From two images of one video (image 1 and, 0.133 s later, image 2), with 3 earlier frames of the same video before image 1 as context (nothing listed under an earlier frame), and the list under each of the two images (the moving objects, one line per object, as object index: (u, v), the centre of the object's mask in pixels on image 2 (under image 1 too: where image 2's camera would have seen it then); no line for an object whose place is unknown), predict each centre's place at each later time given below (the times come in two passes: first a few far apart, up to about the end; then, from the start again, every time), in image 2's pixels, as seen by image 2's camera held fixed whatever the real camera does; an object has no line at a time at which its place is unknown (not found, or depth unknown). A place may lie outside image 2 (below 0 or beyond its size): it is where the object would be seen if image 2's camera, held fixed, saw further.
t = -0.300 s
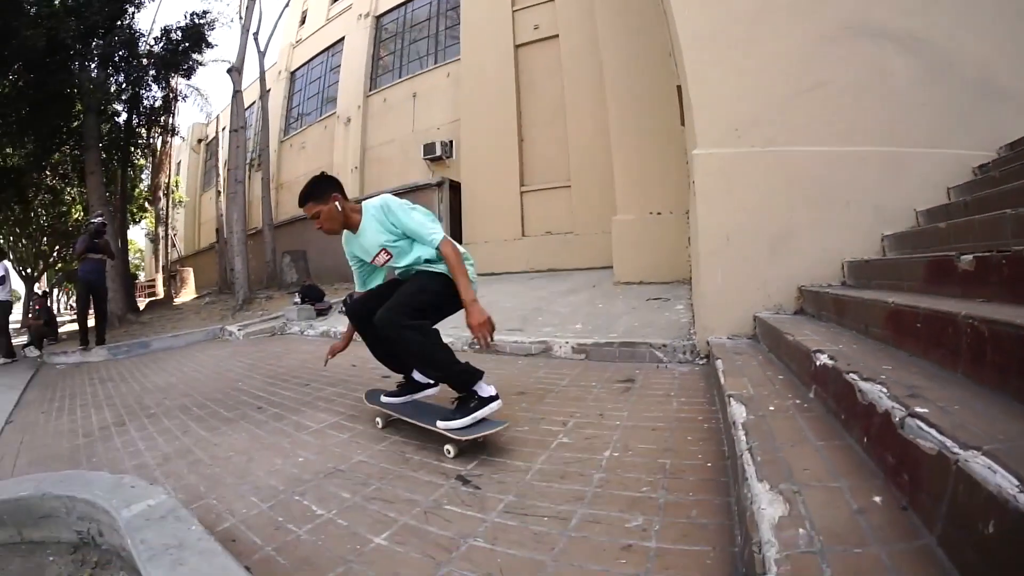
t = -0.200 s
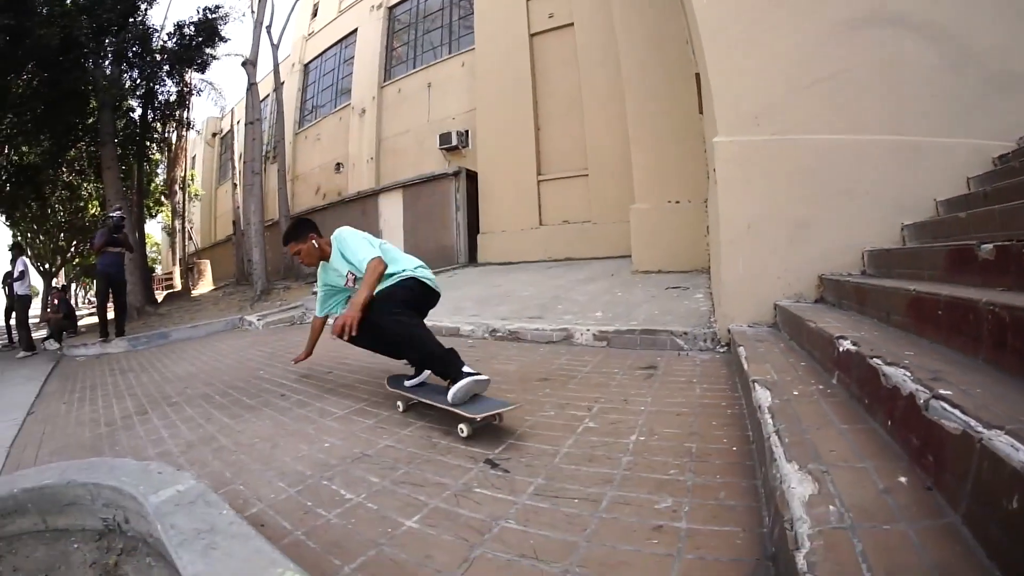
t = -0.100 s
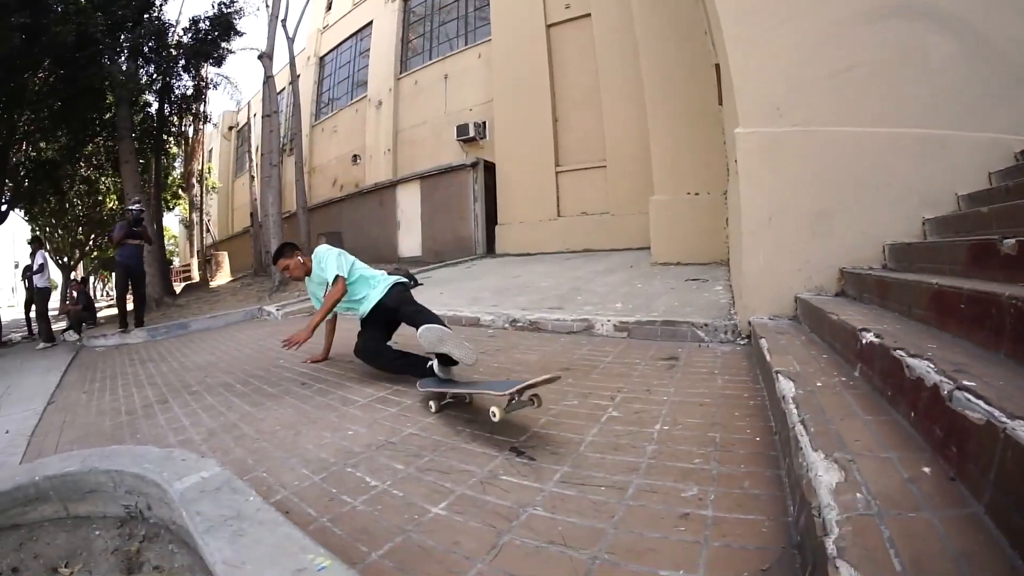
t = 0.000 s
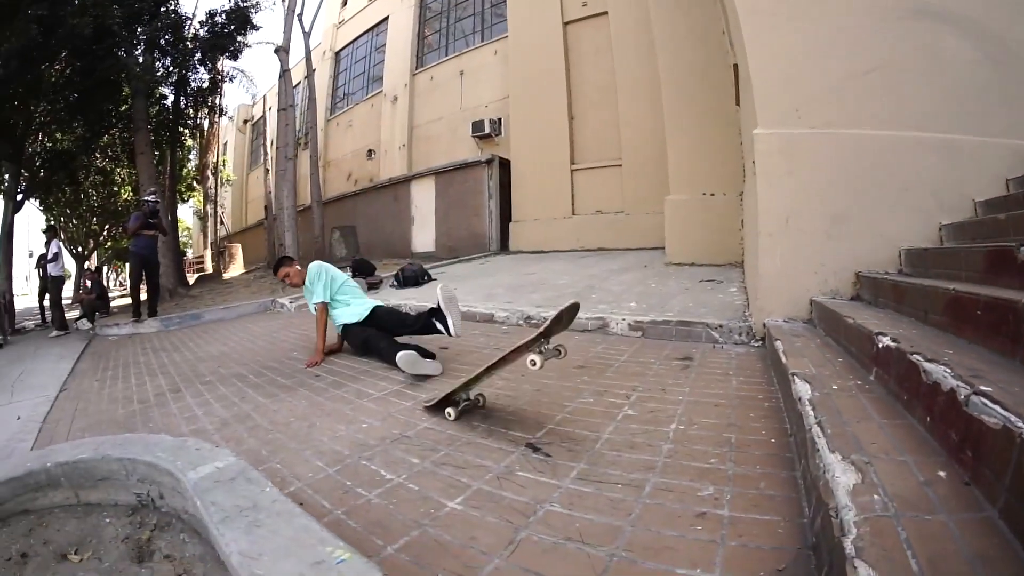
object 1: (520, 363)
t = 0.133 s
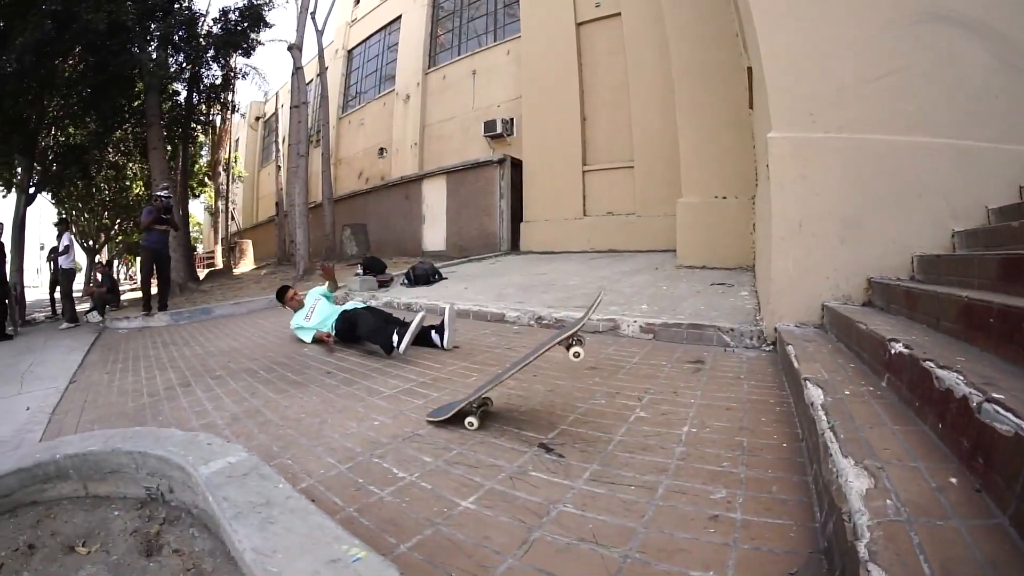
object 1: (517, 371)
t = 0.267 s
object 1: (528, 388)
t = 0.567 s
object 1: (542, 401)
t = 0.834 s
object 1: (543, 403)
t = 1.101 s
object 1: (539, 403)
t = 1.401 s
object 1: (526, 403)
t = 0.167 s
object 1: (520, 372)
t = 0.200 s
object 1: (522, 378)
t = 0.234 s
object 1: (526, 381)
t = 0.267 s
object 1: (528, 388)
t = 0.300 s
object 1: (530, 396)
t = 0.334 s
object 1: (532, 397)
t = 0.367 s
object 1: (533, 394)
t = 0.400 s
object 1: (535, 393)
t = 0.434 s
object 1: (536, 393)
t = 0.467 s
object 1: (537, 394)
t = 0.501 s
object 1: (539, 396)
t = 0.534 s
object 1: (540, 400)
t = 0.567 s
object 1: (542, 401)
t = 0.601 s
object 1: (541, 400)
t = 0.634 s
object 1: (542, 400)
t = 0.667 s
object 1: (543, 402)
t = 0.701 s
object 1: (543, 402)
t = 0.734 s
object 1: (543, 402)
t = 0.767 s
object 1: (543, 403)
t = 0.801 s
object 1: (543, 403)
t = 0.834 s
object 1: (543, 403)
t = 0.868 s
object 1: (543, 403)
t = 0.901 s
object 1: (542, 403)
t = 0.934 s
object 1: (542, 403)
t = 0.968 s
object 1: (541, 403)
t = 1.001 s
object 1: (541, 403)
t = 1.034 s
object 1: (541, 403)
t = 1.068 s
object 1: (540, 403)
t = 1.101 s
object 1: (539, 403)
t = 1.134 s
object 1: (538, 403)
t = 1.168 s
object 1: (537, 403)
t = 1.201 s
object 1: (535, 403)
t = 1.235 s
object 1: (534, 403)
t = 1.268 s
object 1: (533, 403)
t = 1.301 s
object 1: (531, 403)
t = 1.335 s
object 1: (529, 403)
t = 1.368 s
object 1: (528, 403)
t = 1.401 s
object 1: (526, 403)
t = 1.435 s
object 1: (524, 403)
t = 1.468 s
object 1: (522, 402)
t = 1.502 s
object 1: (521, 402)
